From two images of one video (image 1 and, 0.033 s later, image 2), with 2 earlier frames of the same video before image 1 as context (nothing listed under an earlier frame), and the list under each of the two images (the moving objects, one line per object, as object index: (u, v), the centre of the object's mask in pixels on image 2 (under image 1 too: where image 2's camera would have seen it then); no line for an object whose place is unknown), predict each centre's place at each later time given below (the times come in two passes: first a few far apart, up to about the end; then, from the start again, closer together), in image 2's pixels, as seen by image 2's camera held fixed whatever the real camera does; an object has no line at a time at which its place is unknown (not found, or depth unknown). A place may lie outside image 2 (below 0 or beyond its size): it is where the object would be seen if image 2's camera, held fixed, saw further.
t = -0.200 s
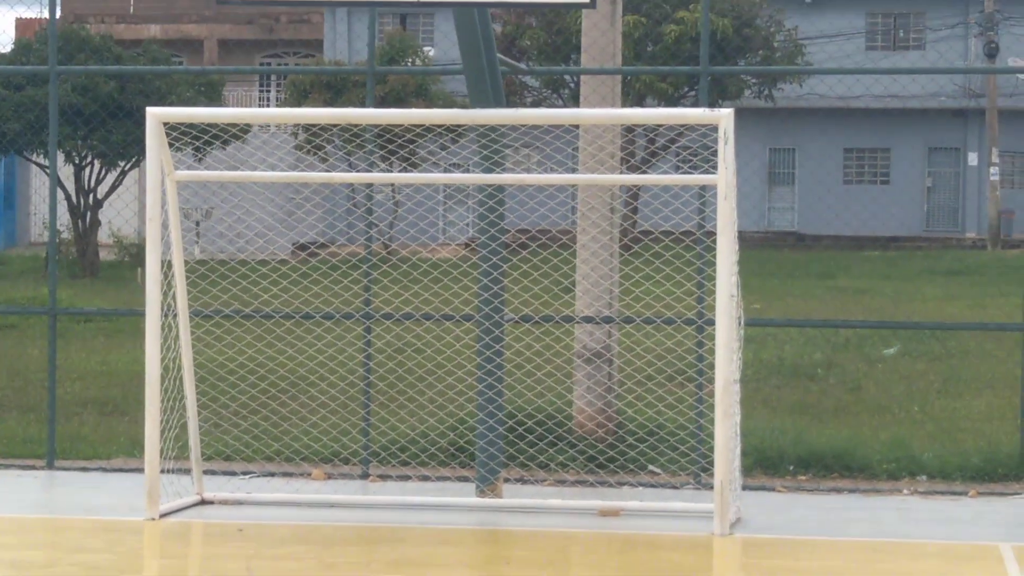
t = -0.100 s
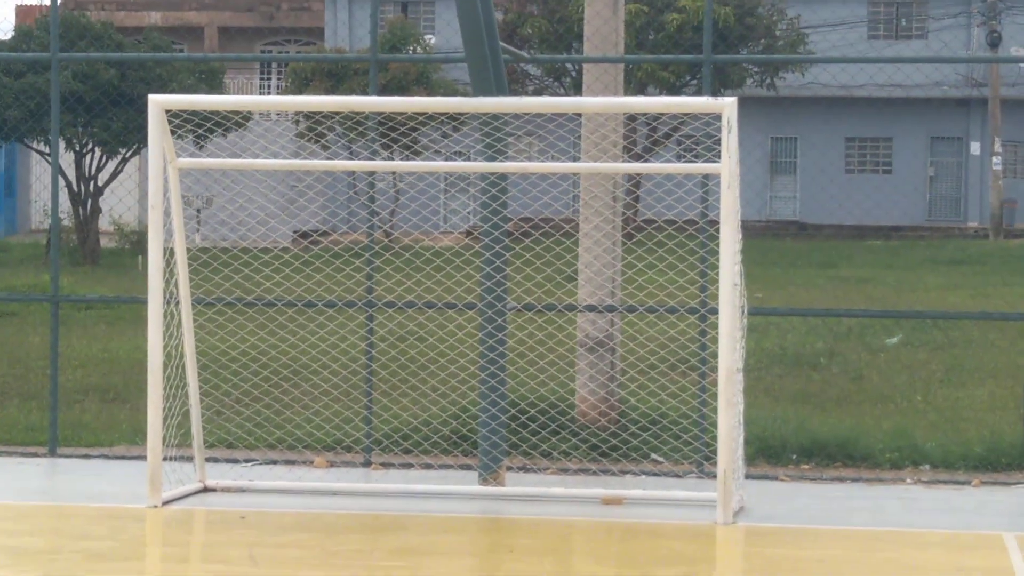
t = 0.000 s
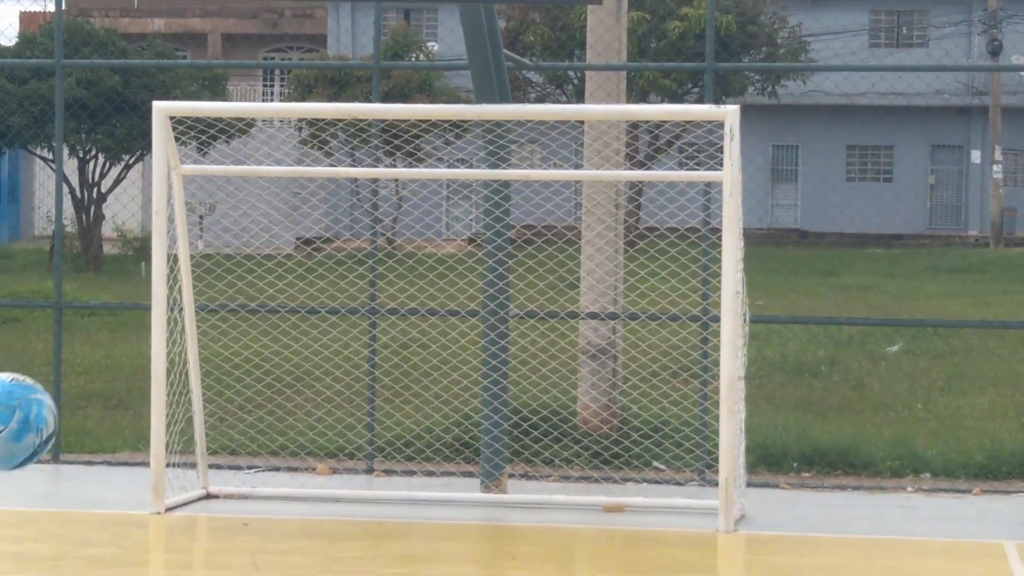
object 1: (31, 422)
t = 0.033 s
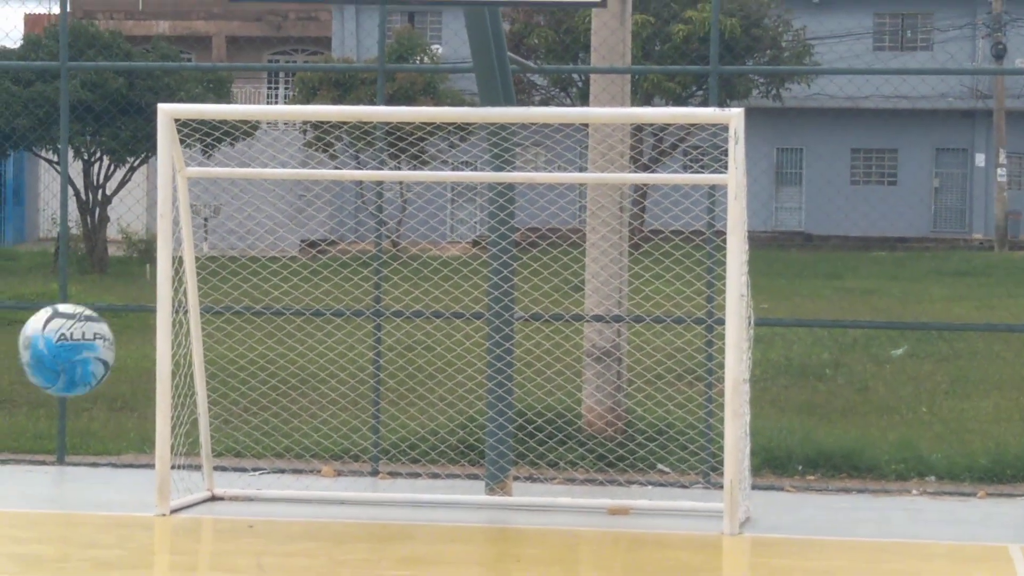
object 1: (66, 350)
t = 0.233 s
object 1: (299, 105)
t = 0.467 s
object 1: (452, 62)
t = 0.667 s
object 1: (535, 130)
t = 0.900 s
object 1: (571, 296)
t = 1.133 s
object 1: (548, 449)
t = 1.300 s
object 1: (536, 336)
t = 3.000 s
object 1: (373, 518)
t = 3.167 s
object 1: (353, 513)
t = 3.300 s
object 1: (339, 562)
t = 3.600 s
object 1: (299, 566)
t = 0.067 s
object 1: (115, 288)
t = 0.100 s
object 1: (160, 236)
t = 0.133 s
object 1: (200, 193)
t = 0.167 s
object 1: (237, 157)
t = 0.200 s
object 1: (270, 129)
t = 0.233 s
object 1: (299, 105)
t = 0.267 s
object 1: (326, 87)
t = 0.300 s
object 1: (352, 74)
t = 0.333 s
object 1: (375, 66)
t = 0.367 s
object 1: (397, 61)
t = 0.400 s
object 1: (417, 59)
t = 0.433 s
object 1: (436, 59)
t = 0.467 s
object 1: (452, 62)
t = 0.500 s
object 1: (469, 68)
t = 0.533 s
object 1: (484, 77)
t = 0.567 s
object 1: (498, 87)
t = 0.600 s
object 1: (510, 99)
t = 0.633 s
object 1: (523, 115)
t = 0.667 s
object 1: (535, 130)
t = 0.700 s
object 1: (545, 146)
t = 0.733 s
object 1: (556, 165)
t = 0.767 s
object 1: (565, 185)
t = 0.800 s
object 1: (573, 206)
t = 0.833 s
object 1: (578, 228)
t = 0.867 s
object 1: (576, 260)
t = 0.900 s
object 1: (571, 296)
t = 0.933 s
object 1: (568, 334)
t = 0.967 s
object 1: (564, 374)
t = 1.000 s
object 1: (561, 418)
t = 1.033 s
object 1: (557, 460)
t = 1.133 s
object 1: (548, 449)
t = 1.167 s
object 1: (546, 423)
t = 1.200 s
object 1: (544, 399)
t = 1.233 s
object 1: (541, 376)
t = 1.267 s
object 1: (538, 355)
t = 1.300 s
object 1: (536, 336)
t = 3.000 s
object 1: (373, 518)
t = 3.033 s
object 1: (369, 511)
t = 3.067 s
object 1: (365, 507)
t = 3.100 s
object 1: (361, 507)
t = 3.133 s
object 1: (358, 508)
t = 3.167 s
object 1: (353, 513)
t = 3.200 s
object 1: (350, 521)
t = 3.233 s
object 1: (347, 532)
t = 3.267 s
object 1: (343, 545)
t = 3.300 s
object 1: (339, 562)
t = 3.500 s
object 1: (313, 572)
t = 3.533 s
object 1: (309, 567)
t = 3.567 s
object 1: (304, 565)
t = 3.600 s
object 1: (299, 566)
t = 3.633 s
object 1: (294, 571)
